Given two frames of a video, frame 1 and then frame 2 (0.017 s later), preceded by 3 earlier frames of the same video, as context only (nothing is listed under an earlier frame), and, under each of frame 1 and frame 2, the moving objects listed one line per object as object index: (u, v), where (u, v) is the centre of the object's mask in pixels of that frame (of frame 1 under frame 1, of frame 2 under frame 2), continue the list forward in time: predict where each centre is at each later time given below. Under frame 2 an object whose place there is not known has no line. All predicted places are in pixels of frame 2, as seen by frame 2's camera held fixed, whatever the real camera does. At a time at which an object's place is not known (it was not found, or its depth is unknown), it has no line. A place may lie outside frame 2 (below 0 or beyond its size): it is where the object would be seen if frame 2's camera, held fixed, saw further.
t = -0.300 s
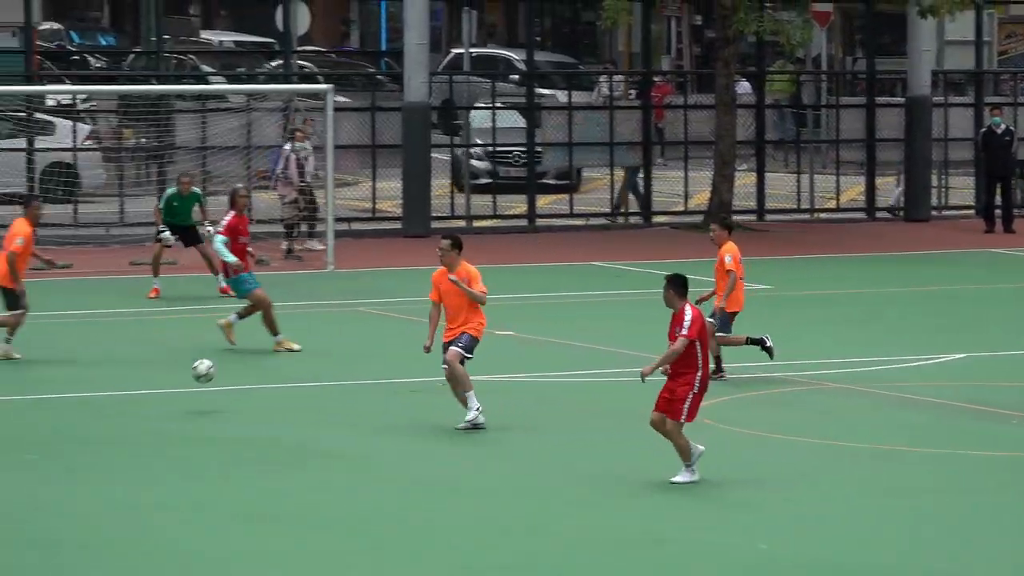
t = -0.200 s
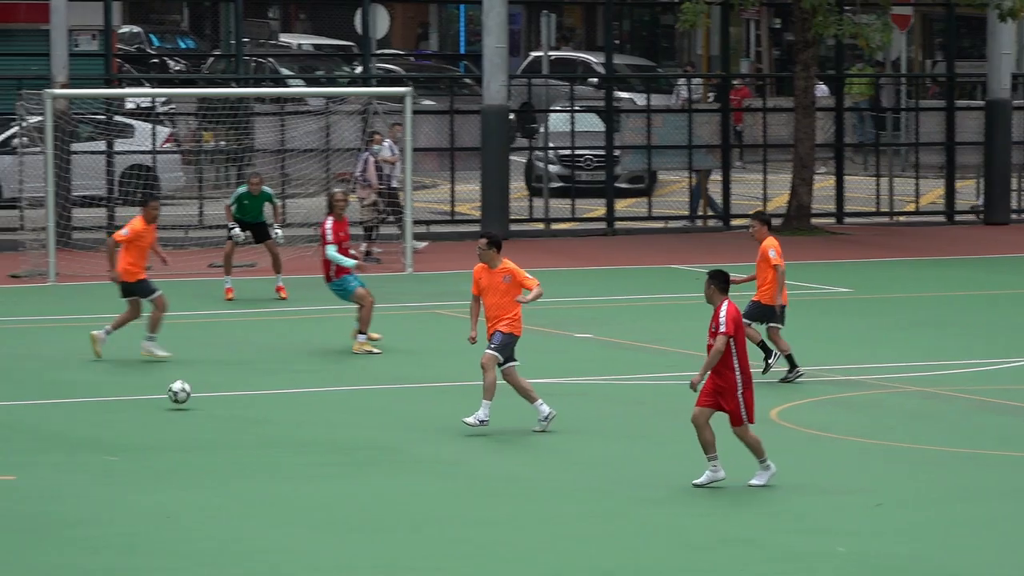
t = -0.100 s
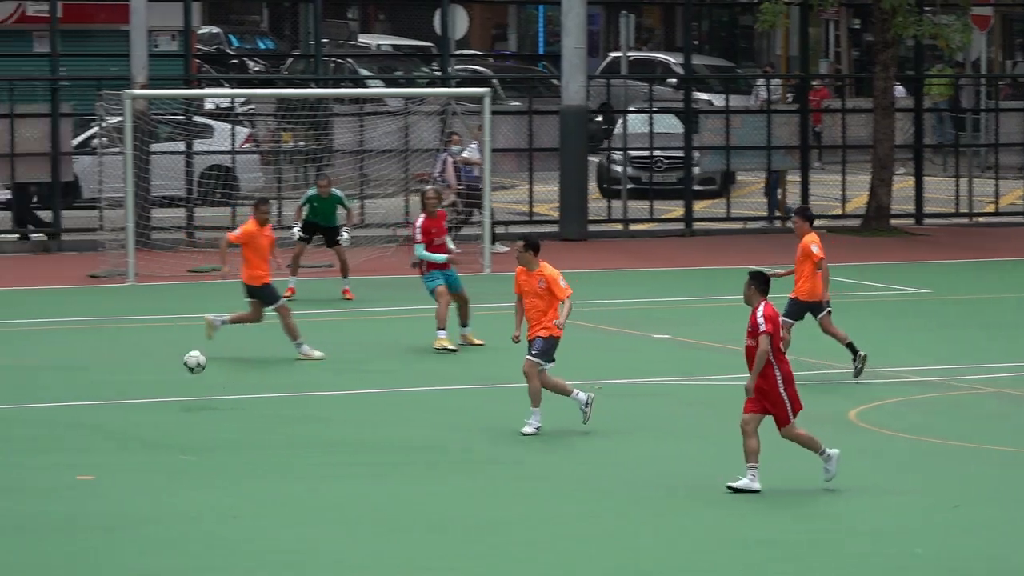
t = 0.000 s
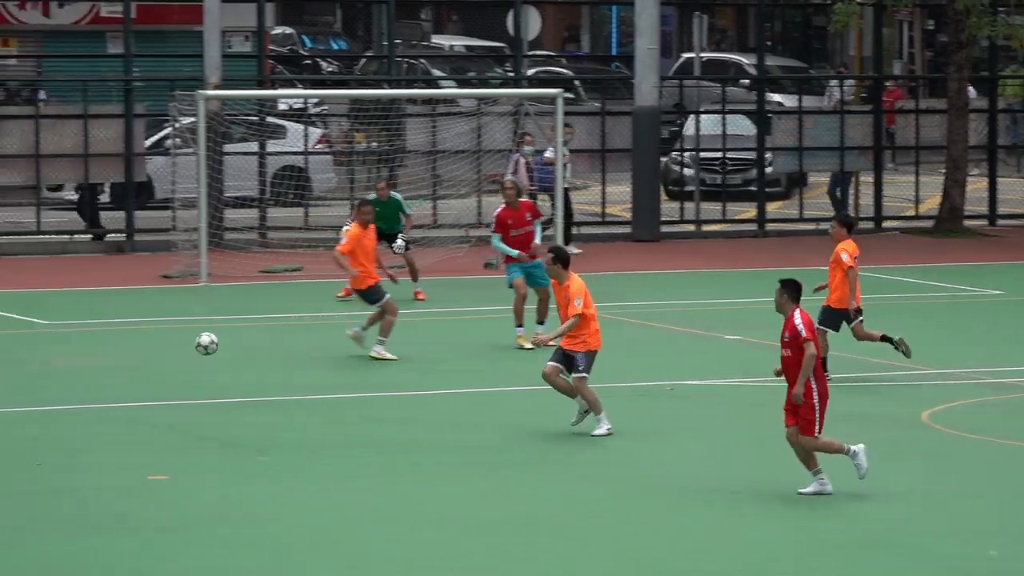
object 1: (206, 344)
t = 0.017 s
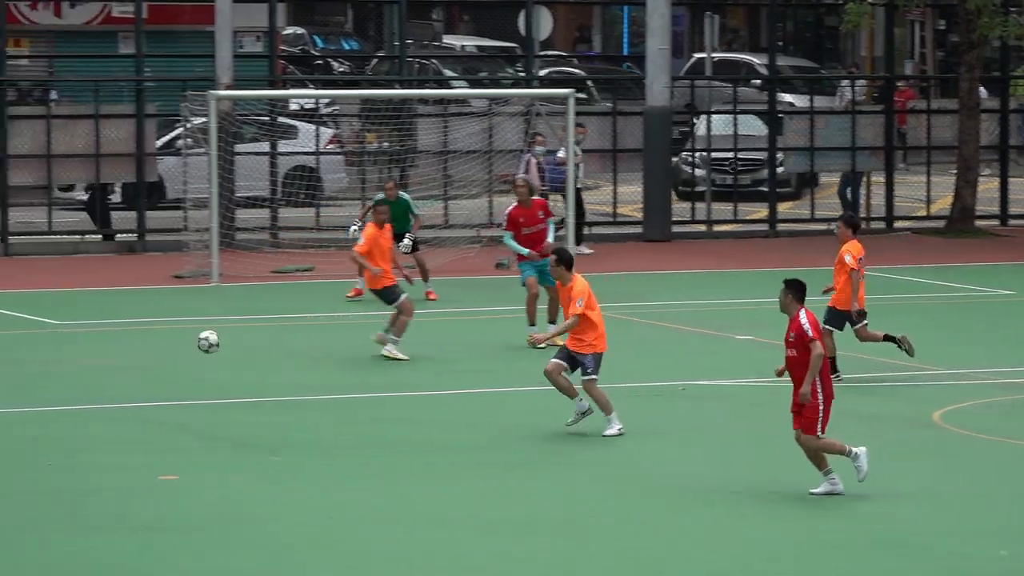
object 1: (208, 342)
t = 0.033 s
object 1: (196, 340)
